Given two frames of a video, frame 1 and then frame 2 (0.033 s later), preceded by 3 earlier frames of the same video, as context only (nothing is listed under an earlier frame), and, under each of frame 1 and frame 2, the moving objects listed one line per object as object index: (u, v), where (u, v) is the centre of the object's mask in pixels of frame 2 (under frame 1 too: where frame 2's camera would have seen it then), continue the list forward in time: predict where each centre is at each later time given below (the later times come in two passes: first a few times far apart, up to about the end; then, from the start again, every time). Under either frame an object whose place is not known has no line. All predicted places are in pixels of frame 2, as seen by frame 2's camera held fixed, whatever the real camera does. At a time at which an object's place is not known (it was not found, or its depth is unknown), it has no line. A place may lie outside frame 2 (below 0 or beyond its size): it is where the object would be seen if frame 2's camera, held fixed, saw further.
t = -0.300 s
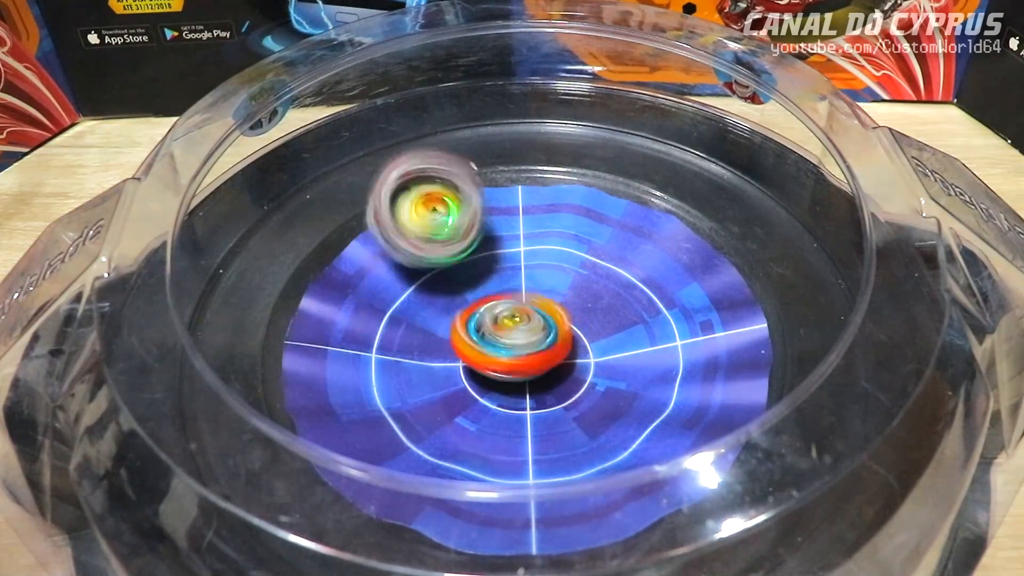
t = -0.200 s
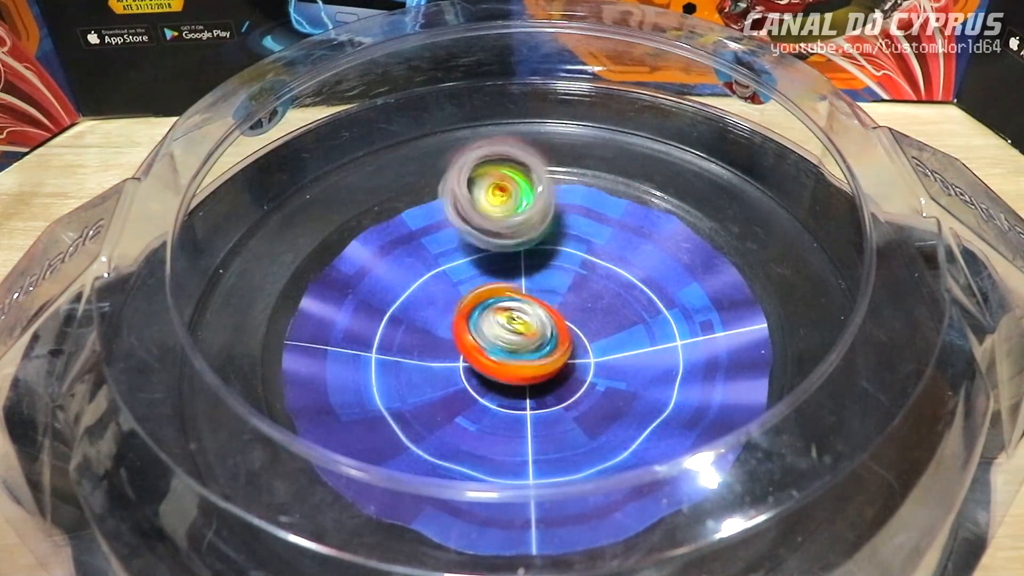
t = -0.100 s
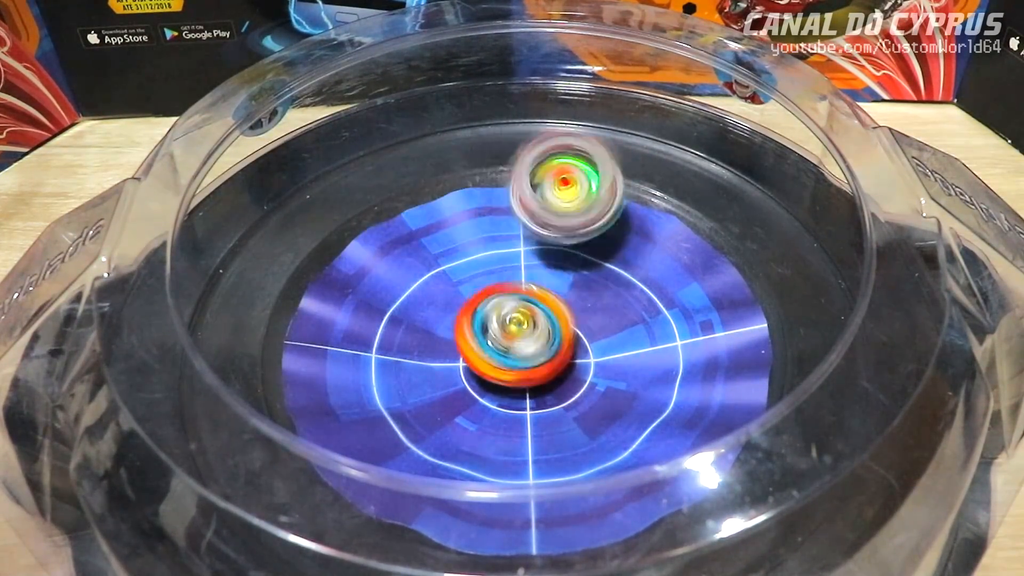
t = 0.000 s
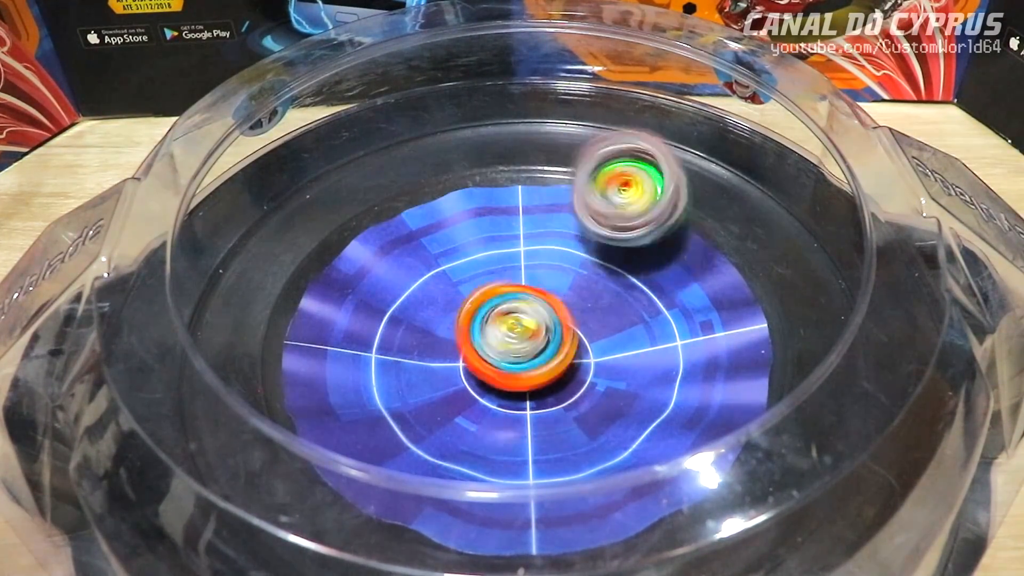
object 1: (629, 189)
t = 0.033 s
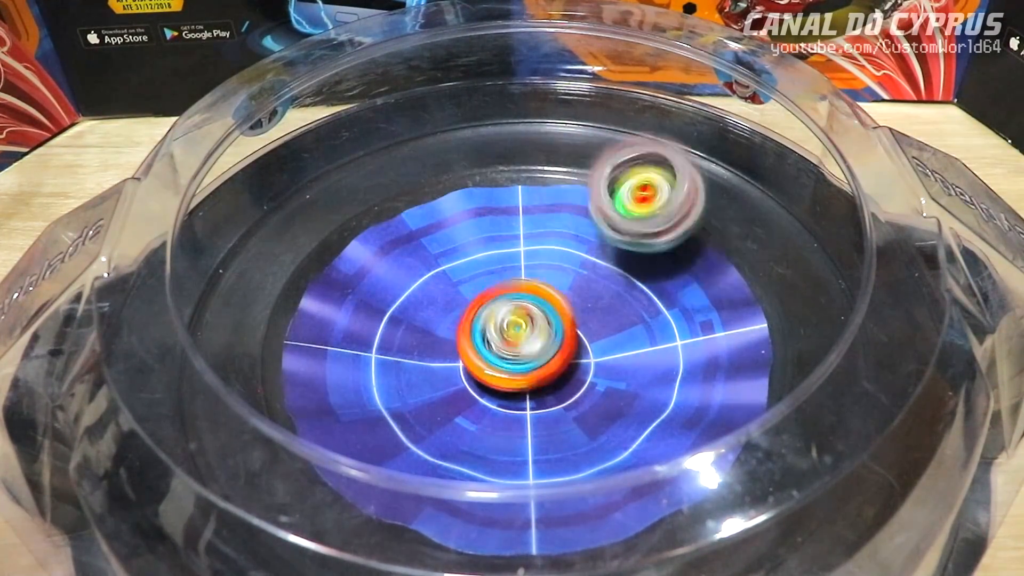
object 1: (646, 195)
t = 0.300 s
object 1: (715, 290)
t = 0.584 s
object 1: (550, 423)
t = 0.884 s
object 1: (329, 383)
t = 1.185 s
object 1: (353, 239)
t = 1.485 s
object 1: (553, 172)
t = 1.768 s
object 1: (709, 230)
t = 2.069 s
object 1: (631, 399)
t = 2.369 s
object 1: (371, 411)
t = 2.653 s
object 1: (304, 271)
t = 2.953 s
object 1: (477, 170)
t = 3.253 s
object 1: (693, 216)
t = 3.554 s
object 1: (705, 380)
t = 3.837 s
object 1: (450, 433)
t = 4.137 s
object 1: (293, 296)
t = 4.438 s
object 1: (430, 169)
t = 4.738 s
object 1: (644, 207)
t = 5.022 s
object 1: (768, 356)
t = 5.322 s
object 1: (533, 506)
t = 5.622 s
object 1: (238, 396)
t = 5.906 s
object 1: (254, 223)
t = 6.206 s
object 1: (499, 105)
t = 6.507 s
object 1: (744, 176)
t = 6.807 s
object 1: (824, 366)
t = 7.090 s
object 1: (580, 486)
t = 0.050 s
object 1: (657, 196)
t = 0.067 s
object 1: (664, 201)
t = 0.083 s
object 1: (674, 204)
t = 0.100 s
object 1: (682, 207)
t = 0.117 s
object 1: (687, 213)
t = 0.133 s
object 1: (695, 217)
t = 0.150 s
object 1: (700, 222)
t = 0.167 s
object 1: (705, 229)
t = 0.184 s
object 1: (709, 235)
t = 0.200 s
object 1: (712, 240)
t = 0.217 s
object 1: (716, 249)
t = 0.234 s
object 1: (717, 256)
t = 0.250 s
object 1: (718, 264)
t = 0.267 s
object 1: (718, 272)
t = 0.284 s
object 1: (717, 280)
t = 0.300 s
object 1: (715, 290)
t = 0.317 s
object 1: (712, 298)
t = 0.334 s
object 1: (708, 308)
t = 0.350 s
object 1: (702, 318)
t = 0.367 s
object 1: (699, 327)
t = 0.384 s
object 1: (689, 338)
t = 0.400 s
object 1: (682, 347)
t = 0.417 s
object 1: (674, 357)
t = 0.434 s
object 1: (664, 368)
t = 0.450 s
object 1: (654, 376)
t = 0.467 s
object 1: (641, 384)
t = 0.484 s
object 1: (631, 394)
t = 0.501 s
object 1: (618, 400)
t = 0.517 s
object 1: (606, 407)
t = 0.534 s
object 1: (593, 413)
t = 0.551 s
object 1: (579, 415)
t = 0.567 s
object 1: (567, 419)
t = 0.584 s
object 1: (550, 423)
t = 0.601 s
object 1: (536, 426)
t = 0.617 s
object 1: (521, 427)
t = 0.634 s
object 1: (503, 431)
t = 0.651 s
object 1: (491, 430)
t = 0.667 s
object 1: (474, 430)
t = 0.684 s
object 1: (460, 429)
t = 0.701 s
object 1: (448, 429)
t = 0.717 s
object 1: (433, 424)
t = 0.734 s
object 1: (422, 424)
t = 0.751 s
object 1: (408, 423)
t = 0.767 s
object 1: (392, 427)
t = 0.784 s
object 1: (383, 421)
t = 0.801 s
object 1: (373, 410)
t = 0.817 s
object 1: (364, 405)
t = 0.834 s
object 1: (354, 398)
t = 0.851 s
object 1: (345, 395)
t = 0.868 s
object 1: (339, 390)
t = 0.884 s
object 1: (329, 383)
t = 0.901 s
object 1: (326, 377)
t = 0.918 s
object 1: (319, 370)
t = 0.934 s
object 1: (313, 362)
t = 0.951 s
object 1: (313, 354)
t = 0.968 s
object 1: (309, 344)
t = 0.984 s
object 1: (308, 336)
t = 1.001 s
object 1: (309, 327)
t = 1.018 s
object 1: (307, 318)
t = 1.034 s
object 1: (310, 311)
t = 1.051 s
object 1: (310, 299)
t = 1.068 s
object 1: (313, 293)
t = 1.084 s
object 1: (318, 285)
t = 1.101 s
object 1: (320, 276)
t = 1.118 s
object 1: (329, 270)
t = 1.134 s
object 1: (332, 261)
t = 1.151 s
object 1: (338, 254)
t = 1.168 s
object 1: (348, 248)
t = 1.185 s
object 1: (353, 239)
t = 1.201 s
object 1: (363, 234)
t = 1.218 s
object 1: (372, 226)
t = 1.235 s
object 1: (382, 219)
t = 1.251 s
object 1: (393, 215)
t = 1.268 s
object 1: (402, 208)
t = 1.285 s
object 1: (415, 205)
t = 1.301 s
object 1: (423, 201)
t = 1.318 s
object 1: (435, 194)
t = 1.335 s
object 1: (448, 193)
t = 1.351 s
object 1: (457, 187)
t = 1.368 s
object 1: (471, 184)
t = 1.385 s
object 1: (483, 183)
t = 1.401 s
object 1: (495, 178)
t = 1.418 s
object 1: (509, 179)
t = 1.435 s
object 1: (519, 177)
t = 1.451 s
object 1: (532, 176)
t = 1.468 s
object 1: (544, 176)
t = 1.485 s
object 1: (553, 172)
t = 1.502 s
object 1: (568, 174)
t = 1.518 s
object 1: (577, 173)
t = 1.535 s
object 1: (589, 172)
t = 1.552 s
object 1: (603, 175)
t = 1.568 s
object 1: (611, 175)
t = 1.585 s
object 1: (623, 178)
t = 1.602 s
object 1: (633, 180)
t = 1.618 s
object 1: (642, 183)
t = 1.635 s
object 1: (653, 187)
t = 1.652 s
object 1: (660, 190)
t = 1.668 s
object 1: (670, 196)
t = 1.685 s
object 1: (677, 200)
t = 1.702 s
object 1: (684, 203)
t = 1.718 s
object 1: (693, 210)
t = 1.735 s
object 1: (697, 216)
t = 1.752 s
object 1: (703, 222)
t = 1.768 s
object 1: (709, 230)
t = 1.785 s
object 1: (712, 238)
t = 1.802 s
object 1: (717, 246)
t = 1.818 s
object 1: (717, 255)
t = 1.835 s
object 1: (720, 265)
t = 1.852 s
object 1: (719, 274)
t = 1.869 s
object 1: (719, 282)
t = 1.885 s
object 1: (720, 292)
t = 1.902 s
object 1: (715, 304)
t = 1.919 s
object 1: (713, 313)
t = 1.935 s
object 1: (709, 324)
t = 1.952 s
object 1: (701, 335)
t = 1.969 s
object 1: (696, 344)
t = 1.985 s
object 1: (686, 356)
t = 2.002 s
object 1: (677, 368)
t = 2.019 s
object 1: (667, 378)
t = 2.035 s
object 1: (656, 386)
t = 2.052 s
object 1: (644, 396)
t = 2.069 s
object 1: (631, 399)
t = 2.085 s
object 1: (620, 407)
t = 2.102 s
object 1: (606, 414)
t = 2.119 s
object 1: (591, 419)
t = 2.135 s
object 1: (577, 422)
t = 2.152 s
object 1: (560, 425)
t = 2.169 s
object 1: (545, 429)
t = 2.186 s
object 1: (530, 431)
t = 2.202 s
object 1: (512, 431)
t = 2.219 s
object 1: (496, 435)
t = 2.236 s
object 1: (480, 433)
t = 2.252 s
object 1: (465, 431)
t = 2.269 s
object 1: (452, 431)
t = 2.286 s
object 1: (437, 429)
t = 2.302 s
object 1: (422, 426)
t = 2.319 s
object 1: (409, 423)
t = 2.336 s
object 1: (396, 420)
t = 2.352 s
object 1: (379, 425)
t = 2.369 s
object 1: (371, 411)
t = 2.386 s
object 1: (352, 414)
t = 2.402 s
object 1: (348, 402)
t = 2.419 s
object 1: (334, 398)
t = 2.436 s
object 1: (327, 387)
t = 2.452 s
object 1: (322, 381)
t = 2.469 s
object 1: (310, 371)
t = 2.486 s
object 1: (305, 365)
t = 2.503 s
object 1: (301, 357)
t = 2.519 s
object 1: (296, 347)
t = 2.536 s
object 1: (296, 338)
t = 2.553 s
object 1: (294, 329)
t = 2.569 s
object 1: (292, 319)
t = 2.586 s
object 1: (294, 309)
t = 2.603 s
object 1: (292, 299)
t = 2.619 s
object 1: (298, 290)
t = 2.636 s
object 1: (299, 281)
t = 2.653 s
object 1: (304, 271)
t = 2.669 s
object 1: (310, 263)
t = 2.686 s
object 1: (313, 254)
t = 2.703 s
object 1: (322, 244)
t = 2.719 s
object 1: (328, 238)
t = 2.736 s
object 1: (335, 230)
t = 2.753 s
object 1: (344, 222)
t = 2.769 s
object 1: (353, 217)
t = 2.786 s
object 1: (363, 207)
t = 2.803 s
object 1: (374, 203)
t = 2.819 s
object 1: (382, 197)
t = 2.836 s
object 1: (395, 189)
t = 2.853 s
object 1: (408, 188)
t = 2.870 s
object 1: (416, 183)
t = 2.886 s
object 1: (430, 178)
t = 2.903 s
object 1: (441, 178)
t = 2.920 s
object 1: (451, 171)
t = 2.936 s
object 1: (467, 171)
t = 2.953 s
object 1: (477, 170)
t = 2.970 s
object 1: (489, 166)
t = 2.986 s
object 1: (504, 167)
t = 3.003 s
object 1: (514, 166)
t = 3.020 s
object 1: (531, 164)
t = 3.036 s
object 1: (543, 169)
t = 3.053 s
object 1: (554, 167)
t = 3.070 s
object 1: (570, 168)
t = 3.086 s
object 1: (580, 173)
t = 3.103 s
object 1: (594, 172)
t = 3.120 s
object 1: (606, 177)
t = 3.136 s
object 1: (616, 180)
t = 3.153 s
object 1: (630, 182)
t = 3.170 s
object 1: (641, 190)
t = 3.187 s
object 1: (651, 191)
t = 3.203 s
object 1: (663, 196)
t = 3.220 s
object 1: (673, 205)
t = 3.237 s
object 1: (682, 207)
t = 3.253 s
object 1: (693, 216)
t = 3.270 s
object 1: (700, 223)
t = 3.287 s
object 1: (707, 229)
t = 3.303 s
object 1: (716, 238)
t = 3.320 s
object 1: (720, 246)
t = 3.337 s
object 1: (727, 255)
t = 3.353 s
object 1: (731, 265)
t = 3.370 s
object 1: (734, 272)
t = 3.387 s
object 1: (740, 283)
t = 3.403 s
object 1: (739, 294)
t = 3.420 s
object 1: (742, 304)
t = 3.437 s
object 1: (741, 315)
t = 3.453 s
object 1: (739, 328)
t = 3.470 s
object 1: (738, 337)
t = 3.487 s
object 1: (732, 348)
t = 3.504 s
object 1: (727, 360)
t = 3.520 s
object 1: (722, 365)
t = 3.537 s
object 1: (711, 373)
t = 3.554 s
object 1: (705, 380)
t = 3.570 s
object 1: (692, 389)
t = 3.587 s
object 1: (681, 398)
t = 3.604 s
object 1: (671, 403)
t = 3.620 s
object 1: (655, 413)
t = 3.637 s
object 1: (645, 429)
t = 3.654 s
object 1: (632, 435)
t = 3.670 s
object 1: (617, 442)
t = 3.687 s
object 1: (600, 448)
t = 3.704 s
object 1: (585, 450)
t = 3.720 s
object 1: (569, 447)
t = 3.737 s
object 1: (551, 456)
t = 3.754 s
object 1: (533, 457)
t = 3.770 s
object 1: (514, 452)
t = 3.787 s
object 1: (497, 454)
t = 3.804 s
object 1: (477, 456)
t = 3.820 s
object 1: (460, 453)
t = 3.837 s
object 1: (450, 433)
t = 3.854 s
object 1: (430, 430)
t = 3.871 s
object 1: (413, 436)
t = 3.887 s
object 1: (399, 431)
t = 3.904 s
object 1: (383, 423)
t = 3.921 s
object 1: (371, 418)
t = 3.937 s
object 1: (359, 409)
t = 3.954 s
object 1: (348, 401)
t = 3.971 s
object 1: (339, 389)
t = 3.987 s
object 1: (330, 381)
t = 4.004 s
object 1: (321, 373)
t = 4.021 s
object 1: (313, 366)
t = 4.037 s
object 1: (307, 357)
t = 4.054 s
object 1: (303, 345)
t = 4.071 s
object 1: (299, 336)
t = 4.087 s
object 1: (296, 325)
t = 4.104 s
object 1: (294, 316)
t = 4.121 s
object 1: (294, 304)
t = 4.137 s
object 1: (293, 296)
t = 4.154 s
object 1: (295, 285)
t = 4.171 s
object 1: (297, 276)
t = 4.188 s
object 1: (300, 267)
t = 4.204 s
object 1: (304, 258)
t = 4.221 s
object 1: (309, 250)
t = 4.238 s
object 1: (316, 240)
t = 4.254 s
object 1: (322, 232)
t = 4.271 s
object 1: (329, 224)
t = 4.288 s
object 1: (337, 217)
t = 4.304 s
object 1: (345, 210)
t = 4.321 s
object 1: (354, 203)
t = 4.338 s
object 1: (364, 197)
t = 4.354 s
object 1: (375, 191)
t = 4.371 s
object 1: (385, 186)
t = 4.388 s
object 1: (396, 180)
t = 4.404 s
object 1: (407, 176)
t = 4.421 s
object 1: (419, 172)
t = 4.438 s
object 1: (430, 169)
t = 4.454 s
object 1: (442, 164)
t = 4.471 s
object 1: (455, 162)
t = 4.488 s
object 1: (467, 161)
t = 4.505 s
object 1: (477, 160)
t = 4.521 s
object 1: (489, 158)
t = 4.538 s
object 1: (500, 160)
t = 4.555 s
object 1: (511, 161)
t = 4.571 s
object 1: (522, 161)
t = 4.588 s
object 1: (533, 162)
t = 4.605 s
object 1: (545, 166)
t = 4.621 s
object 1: (555, 169)
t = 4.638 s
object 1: (569, 172)
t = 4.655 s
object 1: (582, 177)
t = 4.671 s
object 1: (594, 183)
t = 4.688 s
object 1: (607, 186)
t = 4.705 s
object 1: (620, 195)
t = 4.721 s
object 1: (633, 200)
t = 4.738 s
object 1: (644, 207)
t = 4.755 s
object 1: (659, 213)
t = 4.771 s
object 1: (671, 221)
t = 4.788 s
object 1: (683, 231)
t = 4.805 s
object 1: (693, 237)
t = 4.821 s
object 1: (705, 246)
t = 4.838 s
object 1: (716, 254)
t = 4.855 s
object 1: (724, 264)
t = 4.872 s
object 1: (735, 272)
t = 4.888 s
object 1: (742, 281)
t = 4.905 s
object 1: (750, 292)
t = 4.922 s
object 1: (754, 301)
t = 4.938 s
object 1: (761, 311)
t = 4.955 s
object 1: (764, 319)
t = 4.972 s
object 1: (764, 329)
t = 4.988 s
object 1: (762, 335)
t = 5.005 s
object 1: (766, 346)
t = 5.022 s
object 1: (768, 356)
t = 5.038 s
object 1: (765, 370)
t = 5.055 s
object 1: (764, 381)
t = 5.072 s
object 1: (760, 389)
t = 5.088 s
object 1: (755, 401)
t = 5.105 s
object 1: (747, 412)
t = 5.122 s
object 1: (741, 421)
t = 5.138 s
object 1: (730, 433)
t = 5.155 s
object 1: (717, 444)
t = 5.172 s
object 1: (702, 451)
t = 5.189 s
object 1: (689, 463)
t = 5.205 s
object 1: (673, 468)
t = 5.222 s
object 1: (657, 477)
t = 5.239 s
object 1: (638, 482)
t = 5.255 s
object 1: (618, 490)
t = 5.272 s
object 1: (599, 499)
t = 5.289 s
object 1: (578, 502)
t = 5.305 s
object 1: (555, 505)
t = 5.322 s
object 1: (533, 506)
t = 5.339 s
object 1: (504, 510)
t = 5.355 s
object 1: (479, 508)
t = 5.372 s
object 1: (455, 510)
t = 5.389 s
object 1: (431, 509)
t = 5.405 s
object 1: (402, 509)
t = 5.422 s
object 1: (378, 505)
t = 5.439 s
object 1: (350, 505)
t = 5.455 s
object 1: (325, 500)
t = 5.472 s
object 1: (297, 501)
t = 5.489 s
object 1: (275, 494)
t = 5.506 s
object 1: (250, 490)
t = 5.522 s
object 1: (238, 480)
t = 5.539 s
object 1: (231, 470)
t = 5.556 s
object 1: (234, 451)
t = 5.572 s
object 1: (239, 438)
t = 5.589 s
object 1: (240, 424)
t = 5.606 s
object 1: (240, 413)
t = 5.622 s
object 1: (238, 396)
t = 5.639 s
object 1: (237, 388)
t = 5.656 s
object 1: (236, 376)
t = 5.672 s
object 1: (232, 367)
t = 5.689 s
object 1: (230, 356)
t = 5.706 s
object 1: (223, 346)
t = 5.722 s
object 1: (220, 334)
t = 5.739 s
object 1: (218, 325)
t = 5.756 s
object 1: (219, 316)
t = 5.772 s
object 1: (218, 305)
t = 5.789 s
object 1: (219, 293)
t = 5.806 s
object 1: (220, 282)
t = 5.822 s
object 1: (225, 273)
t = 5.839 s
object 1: (230, 263)
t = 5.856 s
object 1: (233, 252)
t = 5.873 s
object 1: (239, 242)
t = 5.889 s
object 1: (246, 232)
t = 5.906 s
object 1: (254, 223)
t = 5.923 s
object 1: (262, 213)
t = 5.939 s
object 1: (273, 204)
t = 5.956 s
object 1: (284, 196)
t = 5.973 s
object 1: (293, 188)
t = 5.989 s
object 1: (304, 179)
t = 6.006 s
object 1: (316, 170)
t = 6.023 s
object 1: (330, 164)
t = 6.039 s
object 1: (342, 156)
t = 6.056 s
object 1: (356, 149)
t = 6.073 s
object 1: (370, 142)
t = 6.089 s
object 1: (387, 138)
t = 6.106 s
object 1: (400, 131)
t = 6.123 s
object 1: (416, 126)
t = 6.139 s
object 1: (431, 120)
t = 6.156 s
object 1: (449, 117)
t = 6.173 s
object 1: (464, 113)
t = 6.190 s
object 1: (481, 109)
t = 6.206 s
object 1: (499, 105)
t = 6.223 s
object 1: (517, 105)
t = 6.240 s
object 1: (534, 102)
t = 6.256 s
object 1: (552, 101)
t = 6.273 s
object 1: (571, 99)
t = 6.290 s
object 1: (591, 101)
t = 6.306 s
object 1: (610, 98)
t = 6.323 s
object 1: (629, 102)
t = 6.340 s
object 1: (646, 99)
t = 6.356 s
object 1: (663, 105)
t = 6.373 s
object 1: (675, 116)
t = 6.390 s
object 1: (686, 126)
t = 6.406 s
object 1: (693, 138)
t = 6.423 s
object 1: (701, 144)
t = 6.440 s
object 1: (709, 151)
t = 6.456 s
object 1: (716, 159)
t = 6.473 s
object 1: (724, 166)
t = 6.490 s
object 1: (735, 171)
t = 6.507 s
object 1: (744, 176)
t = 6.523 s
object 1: (755, 183)
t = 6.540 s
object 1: (765, 186)
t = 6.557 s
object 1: (777, 195)
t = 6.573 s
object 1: (785, 201)
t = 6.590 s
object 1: (794, 211)
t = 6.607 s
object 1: (800, 216)
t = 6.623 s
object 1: (807, 229)
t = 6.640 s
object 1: (814, 238)
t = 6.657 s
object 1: (812, 251)
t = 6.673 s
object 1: (823, 256)
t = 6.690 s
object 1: (830, 271)
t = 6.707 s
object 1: (830, 284)
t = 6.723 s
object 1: (832, 297)
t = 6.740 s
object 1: (833, 308)
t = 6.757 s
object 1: (834, 325)
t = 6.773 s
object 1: (831, 339)
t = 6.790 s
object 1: (828, 354)
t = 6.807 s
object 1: (824, 366)
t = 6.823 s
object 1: (817, 383)
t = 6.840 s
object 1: (808, 394)
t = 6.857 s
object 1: (800, 407)
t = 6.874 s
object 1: (789, 418)
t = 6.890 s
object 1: (779, 425)
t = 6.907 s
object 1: (763, 435)
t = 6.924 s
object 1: (749, 446)
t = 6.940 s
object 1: (735, 458)
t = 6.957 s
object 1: (721, 468)
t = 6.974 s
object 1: (700, 472)
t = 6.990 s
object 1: (685, 478)
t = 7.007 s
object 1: (666, 481)
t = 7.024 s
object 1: (649, 484)
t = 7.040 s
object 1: (631, 487)
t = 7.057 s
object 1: (611, 487)
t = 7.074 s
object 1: (596, 488)
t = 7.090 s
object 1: (580, 486)
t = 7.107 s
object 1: (561, 482)
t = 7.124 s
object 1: (543, 482)
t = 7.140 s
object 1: (527, 471)
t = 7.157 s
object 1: (514, 466)
